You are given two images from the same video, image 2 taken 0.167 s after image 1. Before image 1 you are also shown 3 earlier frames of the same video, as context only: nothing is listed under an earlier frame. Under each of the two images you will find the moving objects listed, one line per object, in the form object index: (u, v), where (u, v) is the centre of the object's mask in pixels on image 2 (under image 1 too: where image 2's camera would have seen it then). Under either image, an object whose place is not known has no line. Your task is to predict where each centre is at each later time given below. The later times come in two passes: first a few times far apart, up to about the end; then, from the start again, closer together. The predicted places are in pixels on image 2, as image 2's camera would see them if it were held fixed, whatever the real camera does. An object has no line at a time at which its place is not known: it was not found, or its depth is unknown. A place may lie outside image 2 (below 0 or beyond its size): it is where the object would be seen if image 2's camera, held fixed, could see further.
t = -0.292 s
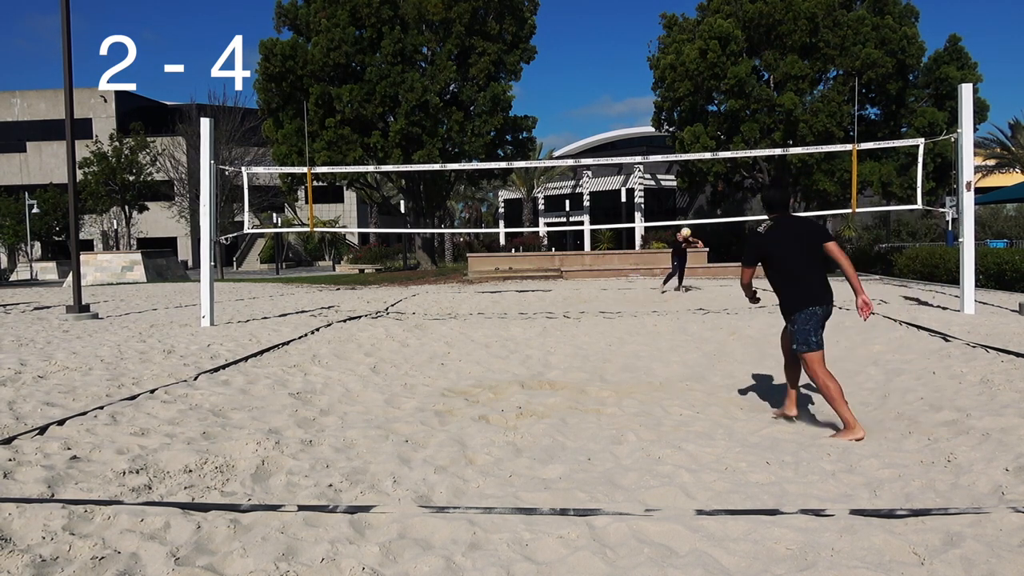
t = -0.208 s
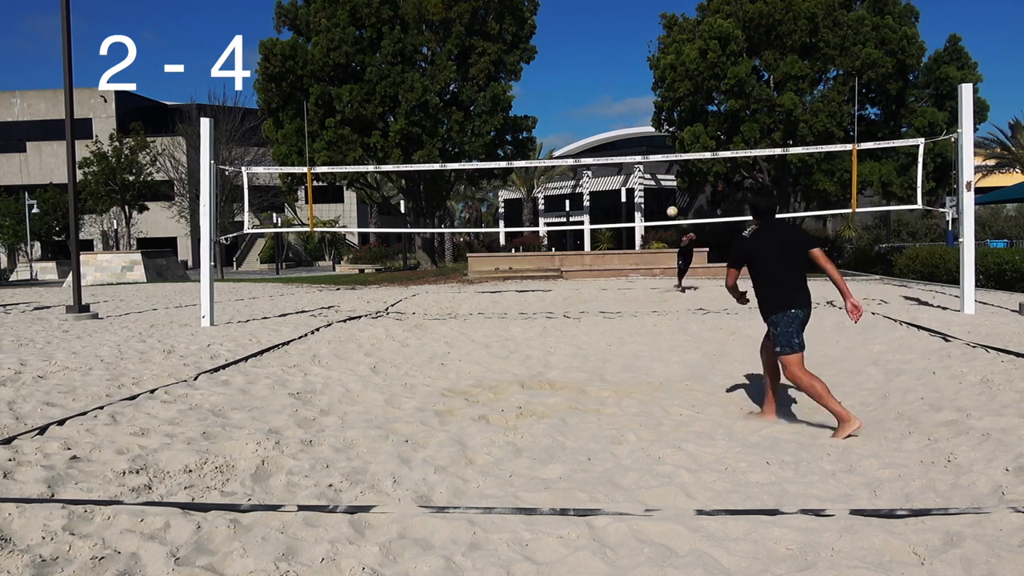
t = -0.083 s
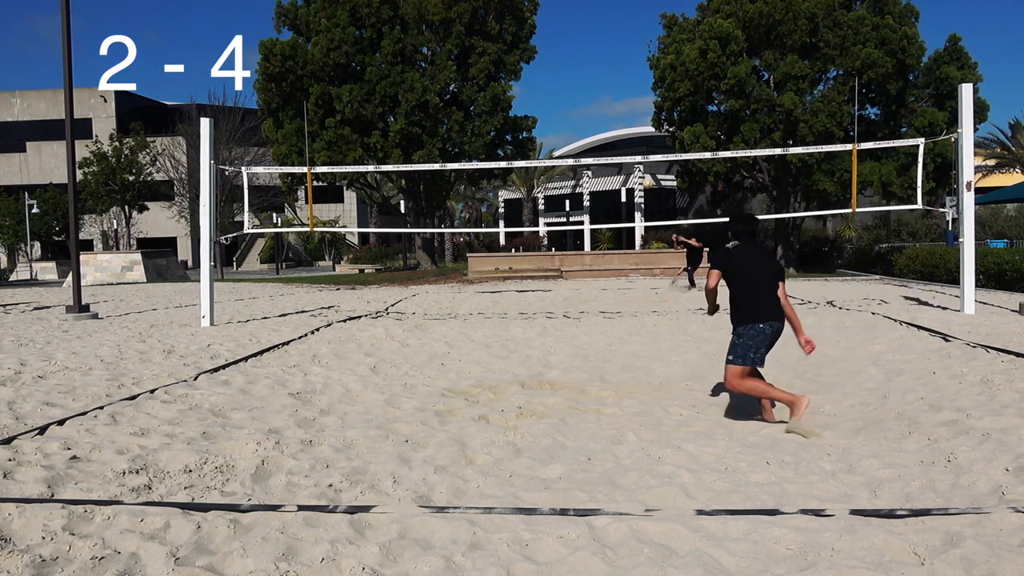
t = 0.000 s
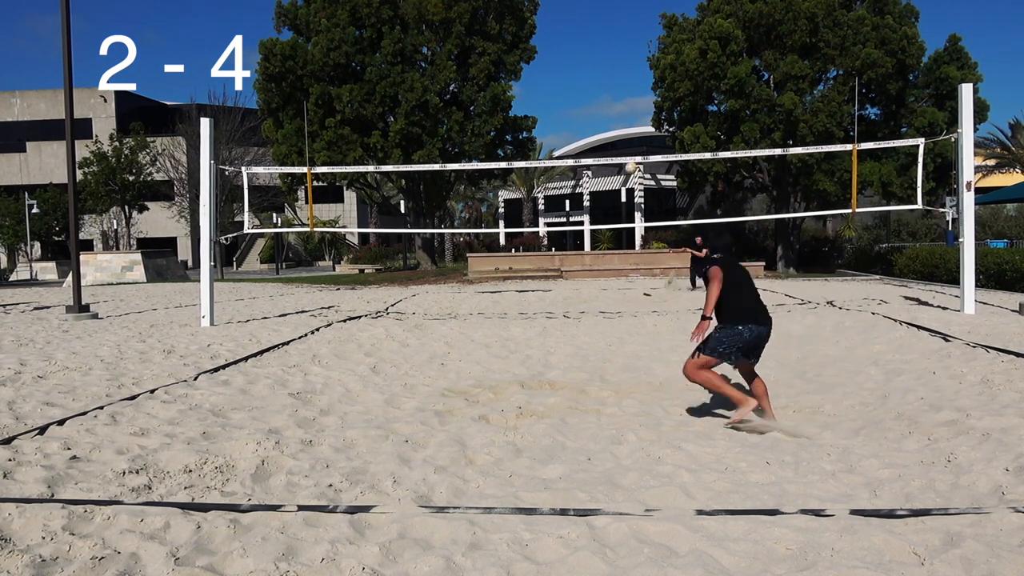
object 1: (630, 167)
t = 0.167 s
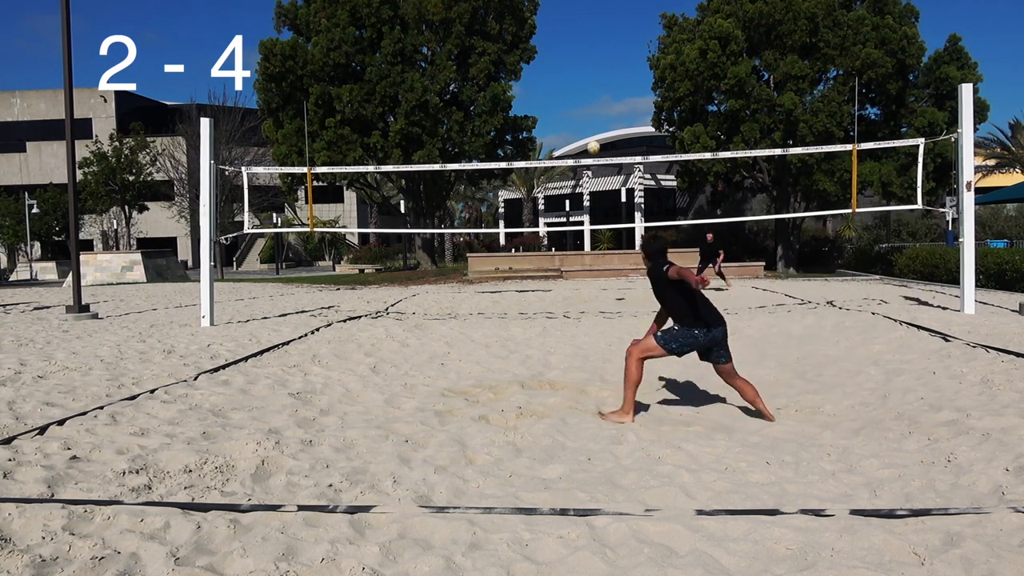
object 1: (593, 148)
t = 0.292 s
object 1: (563, 141)
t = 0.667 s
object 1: (440, 178)
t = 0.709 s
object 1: (427, 186)
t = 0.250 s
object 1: (572, 142)
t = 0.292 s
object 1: (563, 141)
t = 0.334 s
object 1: (549, 141)
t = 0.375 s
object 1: (539, 142)
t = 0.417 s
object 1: (525, 145)
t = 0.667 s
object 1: (440, 178)
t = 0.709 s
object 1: (427, 186)
